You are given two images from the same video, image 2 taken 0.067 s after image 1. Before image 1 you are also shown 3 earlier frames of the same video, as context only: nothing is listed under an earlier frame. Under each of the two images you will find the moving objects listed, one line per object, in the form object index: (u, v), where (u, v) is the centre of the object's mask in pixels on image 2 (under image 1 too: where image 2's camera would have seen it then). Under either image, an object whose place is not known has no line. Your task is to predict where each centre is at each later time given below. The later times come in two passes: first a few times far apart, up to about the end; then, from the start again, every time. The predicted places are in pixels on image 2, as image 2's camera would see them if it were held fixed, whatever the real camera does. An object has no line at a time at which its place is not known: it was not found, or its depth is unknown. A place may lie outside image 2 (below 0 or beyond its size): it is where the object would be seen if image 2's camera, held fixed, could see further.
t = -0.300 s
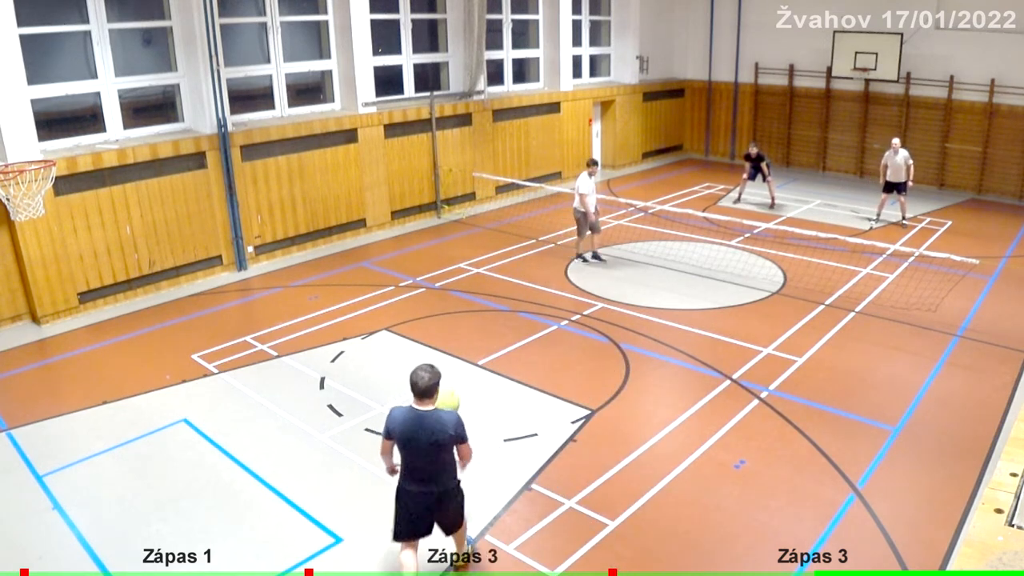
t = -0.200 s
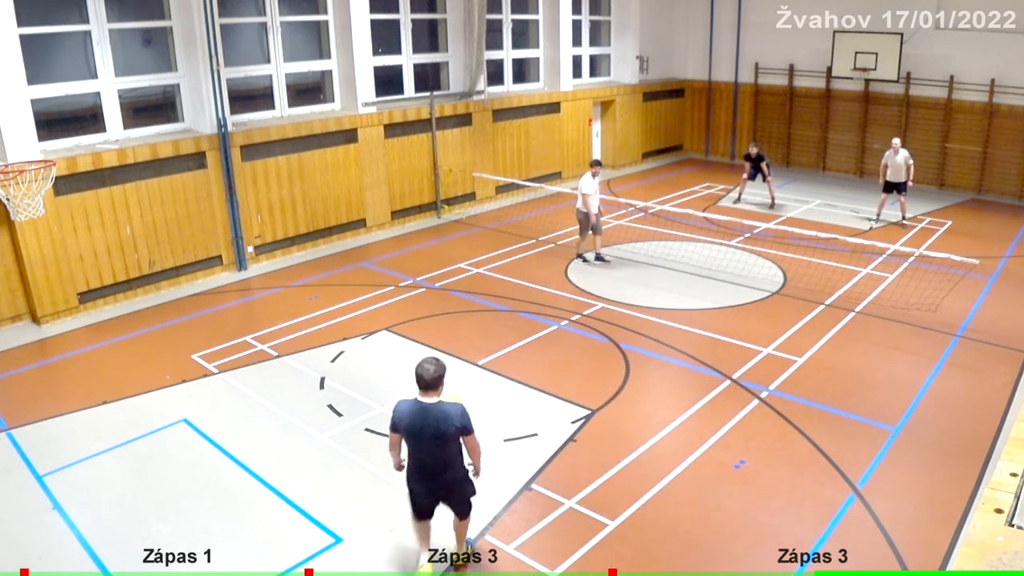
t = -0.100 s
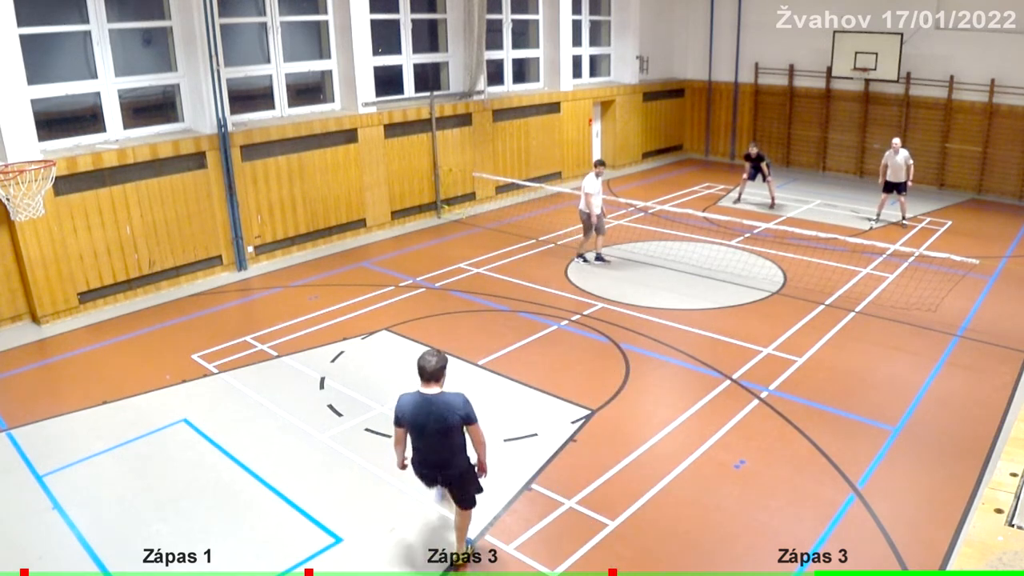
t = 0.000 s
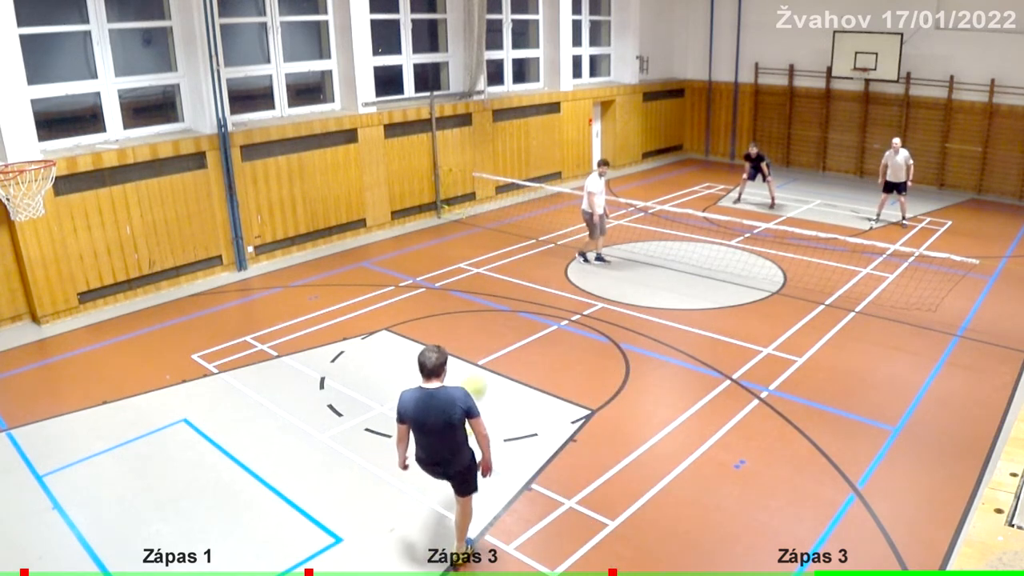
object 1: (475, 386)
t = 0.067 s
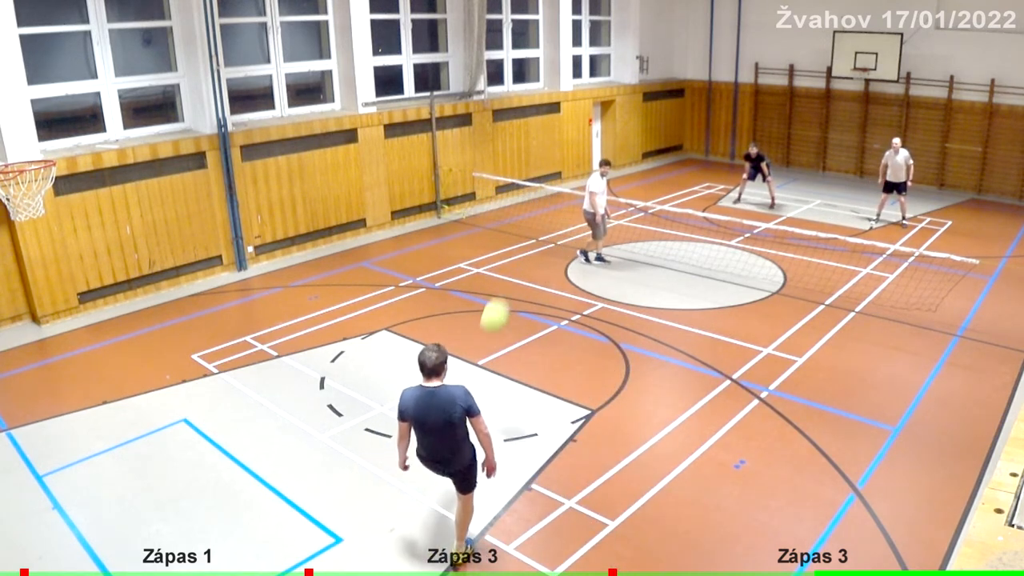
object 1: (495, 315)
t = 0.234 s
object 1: (551, 172)
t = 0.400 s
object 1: (602, 79)
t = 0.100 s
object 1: (506, 282)
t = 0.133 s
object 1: (516, 252)
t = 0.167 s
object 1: (529, 223)
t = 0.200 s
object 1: (539, 197)
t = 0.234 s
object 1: (551, 172)
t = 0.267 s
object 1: (561, 151)
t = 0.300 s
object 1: (572, 130)
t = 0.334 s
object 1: (583, 112)
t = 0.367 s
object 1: (592, 96)
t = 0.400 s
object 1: (602, 79)
